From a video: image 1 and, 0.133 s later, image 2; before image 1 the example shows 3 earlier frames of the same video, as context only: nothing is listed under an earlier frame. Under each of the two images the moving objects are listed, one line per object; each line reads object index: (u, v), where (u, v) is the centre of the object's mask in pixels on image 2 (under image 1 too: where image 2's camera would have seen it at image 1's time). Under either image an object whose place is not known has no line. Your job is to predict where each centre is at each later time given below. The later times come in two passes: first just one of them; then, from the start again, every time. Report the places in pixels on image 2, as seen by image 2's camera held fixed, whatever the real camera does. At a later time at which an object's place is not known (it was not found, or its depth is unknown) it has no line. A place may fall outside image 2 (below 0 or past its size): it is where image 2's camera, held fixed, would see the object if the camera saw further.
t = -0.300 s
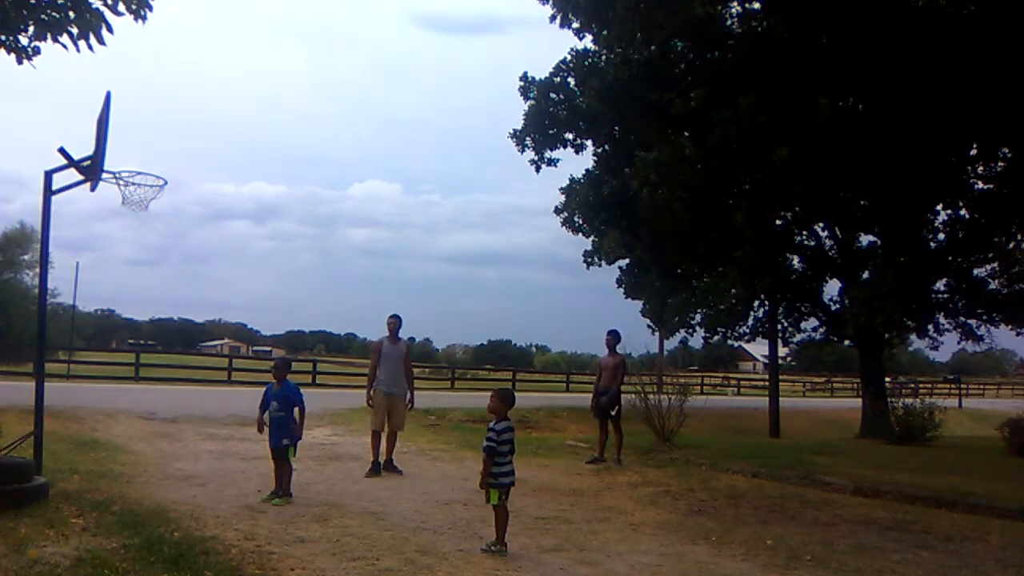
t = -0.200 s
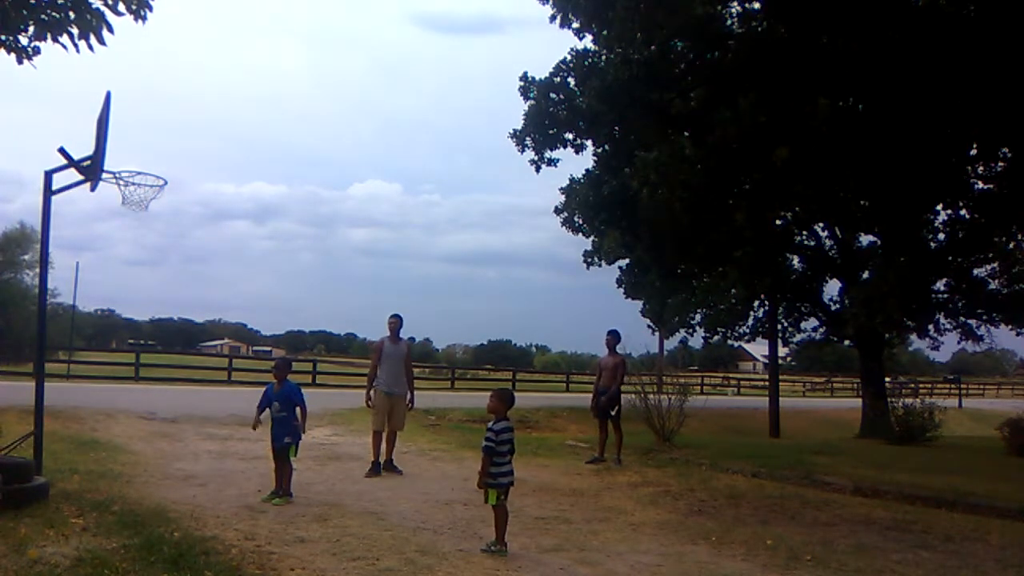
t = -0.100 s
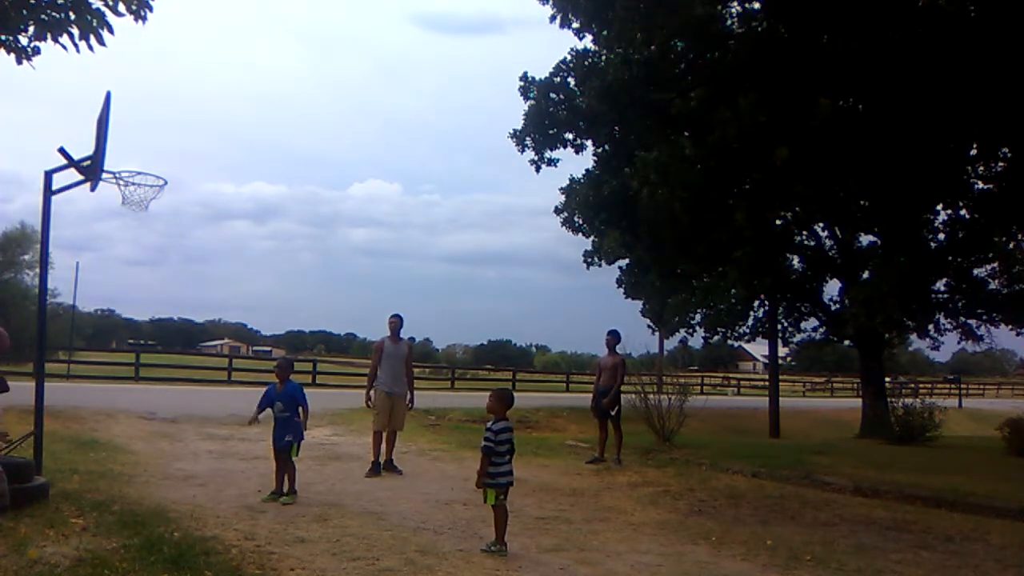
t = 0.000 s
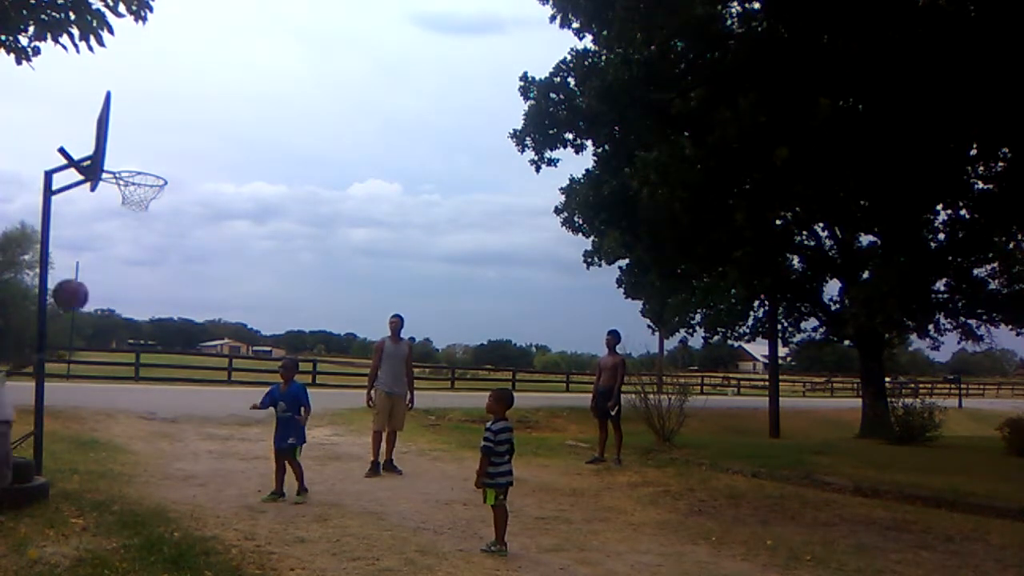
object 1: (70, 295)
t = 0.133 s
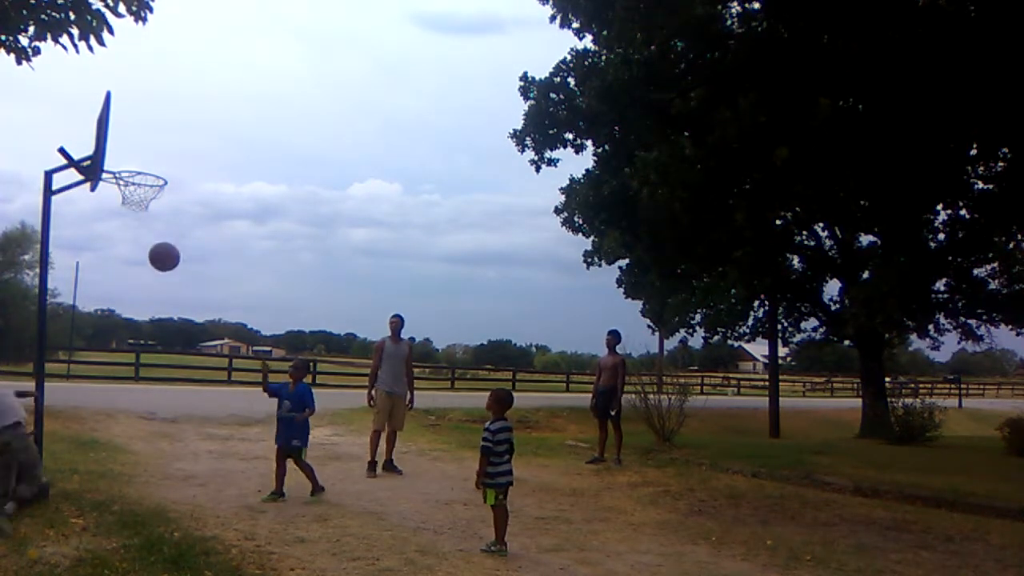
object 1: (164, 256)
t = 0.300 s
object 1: (252, 244)
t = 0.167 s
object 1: (184, 251)
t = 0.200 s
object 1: (202, 248)
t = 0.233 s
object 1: (220, 245)
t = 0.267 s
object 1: (236, 244)
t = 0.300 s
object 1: (252, 244)
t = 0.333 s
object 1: (267, 246)
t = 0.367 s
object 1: (281, 248)
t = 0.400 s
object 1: (294, 251)
